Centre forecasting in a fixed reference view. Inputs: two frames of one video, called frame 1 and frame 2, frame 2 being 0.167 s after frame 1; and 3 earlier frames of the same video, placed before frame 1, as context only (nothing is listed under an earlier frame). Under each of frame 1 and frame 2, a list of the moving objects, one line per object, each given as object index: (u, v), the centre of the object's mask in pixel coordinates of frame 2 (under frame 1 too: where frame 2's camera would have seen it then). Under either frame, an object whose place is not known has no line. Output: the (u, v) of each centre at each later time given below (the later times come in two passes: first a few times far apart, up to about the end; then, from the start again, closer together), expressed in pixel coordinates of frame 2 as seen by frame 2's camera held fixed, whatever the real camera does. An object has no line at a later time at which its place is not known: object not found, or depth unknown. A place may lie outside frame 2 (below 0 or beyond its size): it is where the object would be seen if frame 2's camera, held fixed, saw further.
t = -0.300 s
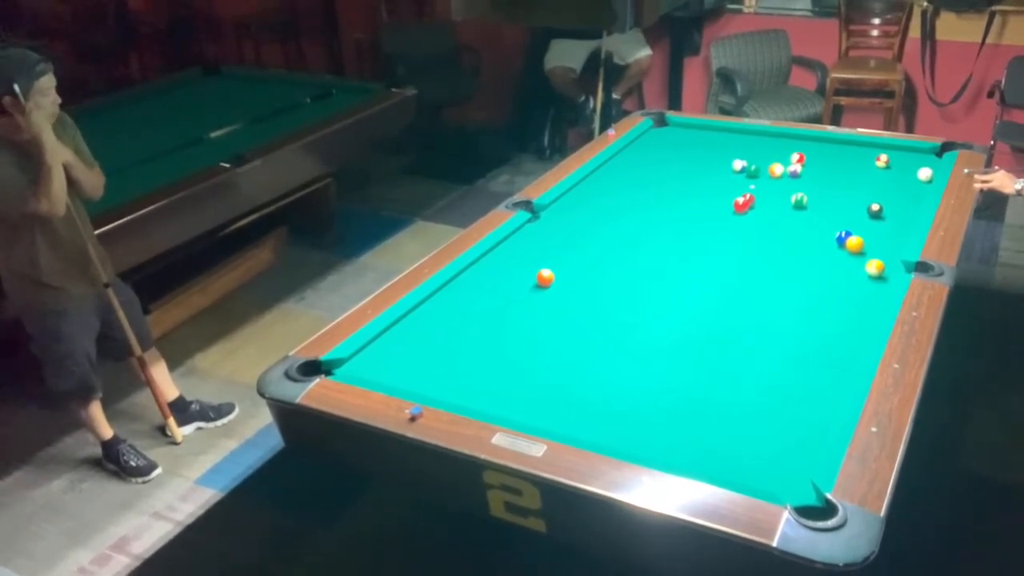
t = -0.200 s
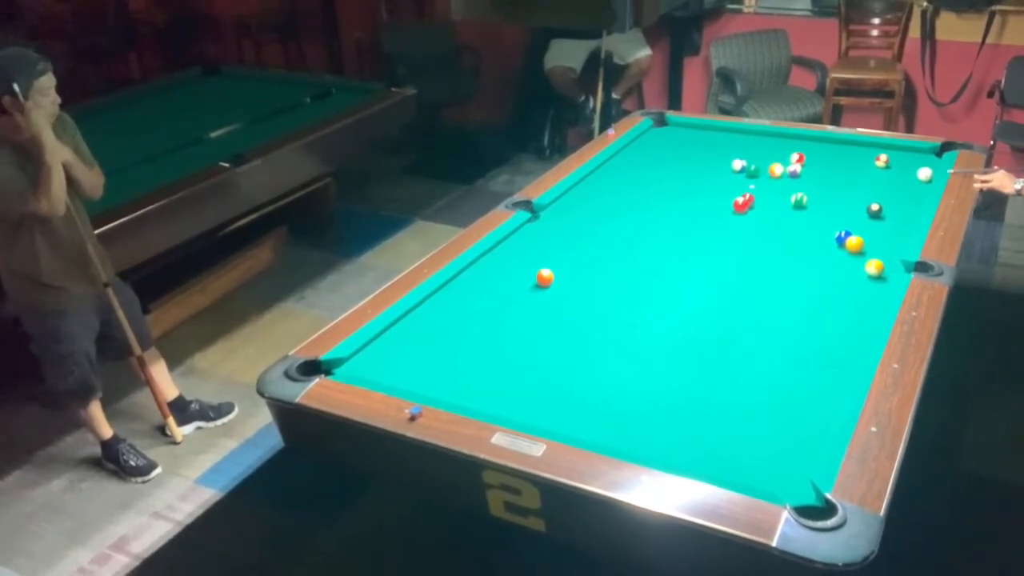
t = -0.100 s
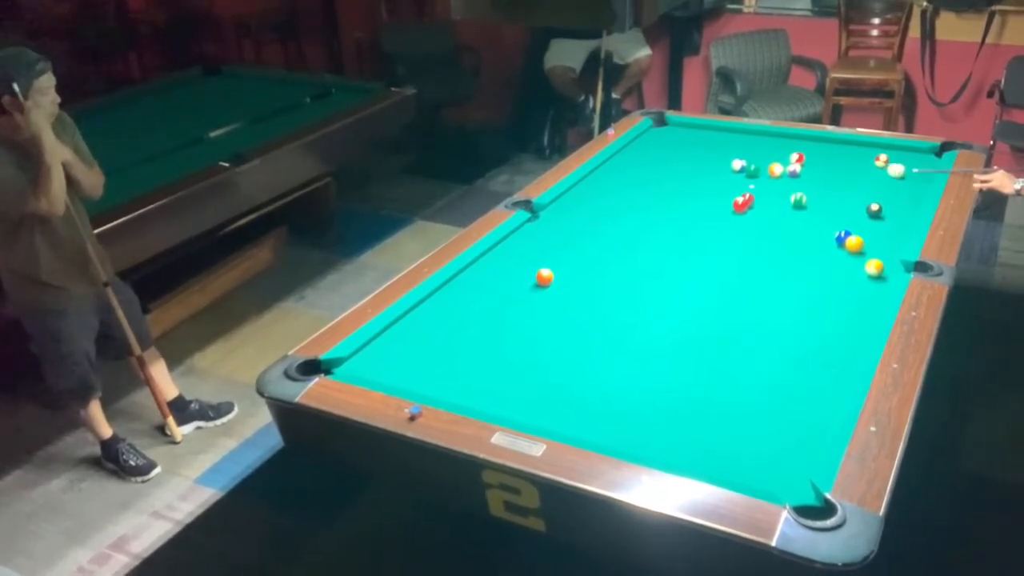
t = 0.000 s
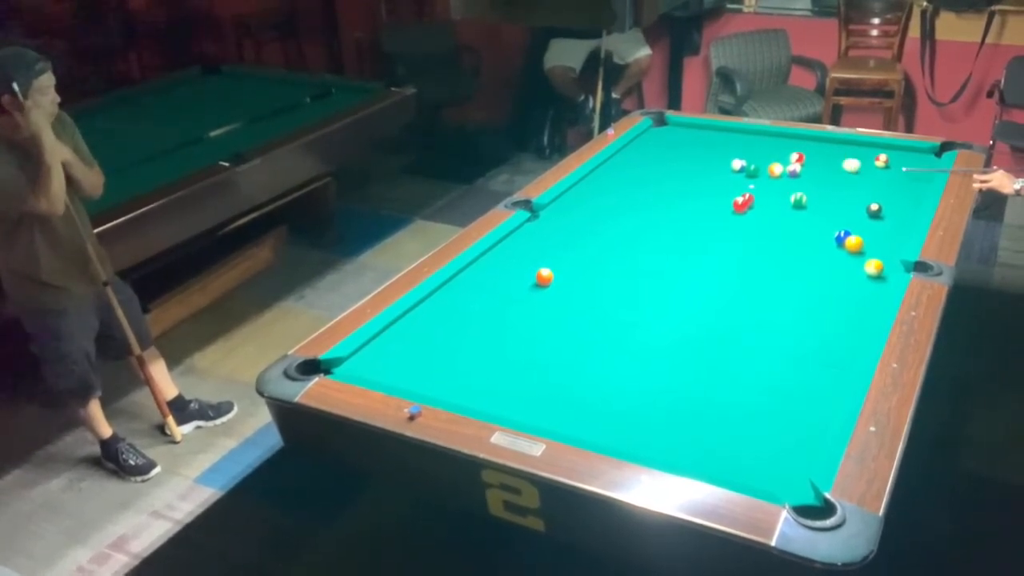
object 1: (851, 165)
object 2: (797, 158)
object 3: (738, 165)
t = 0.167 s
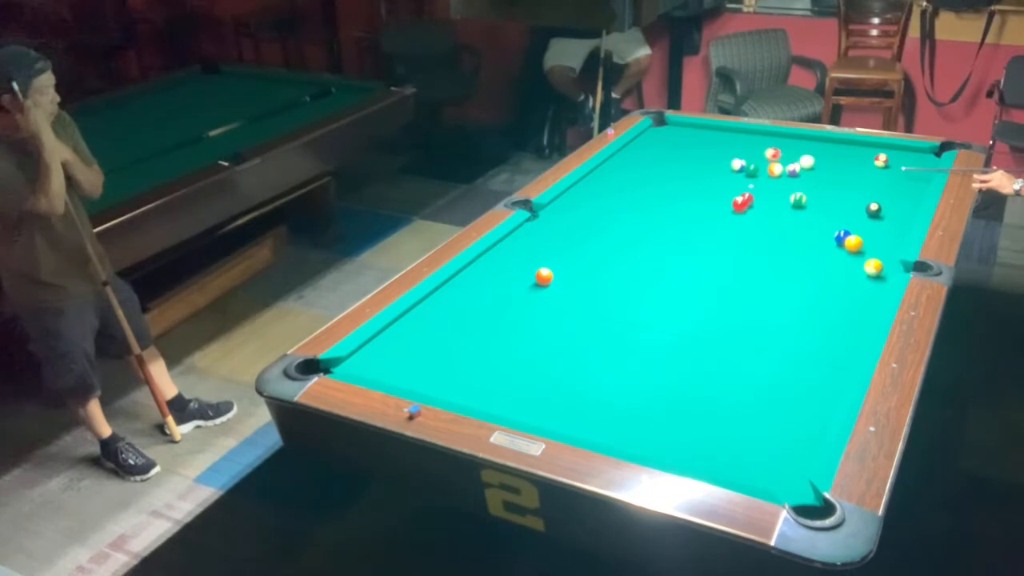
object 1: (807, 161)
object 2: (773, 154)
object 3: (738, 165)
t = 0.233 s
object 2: (754, 151)
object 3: (738, 165)
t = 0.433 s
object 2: (708, 143)
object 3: (738, 165)
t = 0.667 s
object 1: (752, 161)
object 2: (663, 135)
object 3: (737, 165)
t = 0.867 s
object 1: (748, 162)
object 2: (661, 133)
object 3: (724, 165)
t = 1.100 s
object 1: (743, 163)
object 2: (688, 135)
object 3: (709, 166)
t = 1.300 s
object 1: (741, 163)
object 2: (711, 137)
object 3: (697, 165)
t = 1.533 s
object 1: (740, 163)
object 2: (738, 138)
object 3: (685, 167)
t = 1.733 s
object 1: (739, 163)
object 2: (760, 140)
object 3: (675, 166)
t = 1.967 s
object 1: (739, 163)
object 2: (786, 142)
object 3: (665, 167)
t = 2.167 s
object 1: (739, 163)
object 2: (807, 144)
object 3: (657, 166)
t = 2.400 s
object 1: (739, 163)
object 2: (831, 146)
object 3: (648, 167)
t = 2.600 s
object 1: (739, 163)
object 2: (851, 147)
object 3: (643, 168)
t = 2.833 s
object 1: (739, 163)
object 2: (874, 148)
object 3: (637, 167)
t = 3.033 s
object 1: (739, 163)
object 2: (893, 150)
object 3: (633, 167)
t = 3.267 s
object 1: (739, 163)
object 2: (914, 152)
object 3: (630, 167)
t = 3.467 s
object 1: (739, 163)
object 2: (931, 154)
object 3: (627, 168)
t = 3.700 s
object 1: (739, 163)
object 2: (930, 152)
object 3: (626, 168)
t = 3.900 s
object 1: (739, 163)
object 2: (925, 151)
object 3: (626, 168)
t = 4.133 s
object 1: (739, 163)
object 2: (921, 149)
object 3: (626, 168)
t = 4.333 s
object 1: (739, 163)
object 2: (917, 150)
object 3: (626, 168)
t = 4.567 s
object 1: (739, 163)
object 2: (915, 150)
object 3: (626, 168)
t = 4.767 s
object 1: (739, 163)
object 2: (915, 150)
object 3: (626, 167)
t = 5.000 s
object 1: (739, 163)
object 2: (914, 150)
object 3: (626, 167)
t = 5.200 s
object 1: (739, 163)
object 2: (914, 150)
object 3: (626, 167)
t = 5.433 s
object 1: (739, 163)
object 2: (914, 150)
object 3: (626, 167)
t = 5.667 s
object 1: (739, 163)
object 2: (914, 150)
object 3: (626, 168)
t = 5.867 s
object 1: (739, 163)
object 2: (914, 150)
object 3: (626, 168)
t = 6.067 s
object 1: (739, 163)
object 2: (914, 150)
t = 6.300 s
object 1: (739, 163)
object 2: (914, 150)
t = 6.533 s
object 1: (739, 163)
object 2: (914, 150)
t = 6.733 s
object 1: (739, 163)
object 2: (914, 150)
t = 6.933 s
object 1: (739, 163)
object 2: (914, 150)
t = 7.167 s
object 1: (739, 163)
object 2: (914, 150)
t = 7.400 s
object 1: (739, 163)
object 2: (914, 150)
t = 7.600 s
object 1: (739, 163)
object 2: (914, 150)
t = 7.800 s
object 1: (739, 163)
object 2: (914, 150)
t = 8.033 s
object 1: (739, 163)
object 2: (914, 150)
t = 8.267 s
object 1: (739, 163)
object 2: (914, 150)
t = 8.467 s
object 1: (739, 163)
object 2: (914, 150)
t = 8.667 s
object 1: (739, 163)
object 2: (914, 150)
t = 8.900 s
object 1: (739, 163)
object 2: (914, 150)
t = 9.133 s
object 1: (739, 163)
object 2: (914, 150)
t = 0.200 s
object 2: (763, 152)
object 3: (738, 165)
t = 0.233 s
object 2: (754, 151)
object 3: (738, 165)
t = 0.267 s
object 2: (745, 149)
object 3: (738, 164)
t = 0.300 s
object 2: (737, 148)
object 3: (738, 164)
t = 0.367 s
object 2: (722, 145)
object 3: (738, 165)
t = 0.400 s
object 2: (715, 144)
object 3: (738, 165)
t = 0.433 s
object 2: (708, 143)
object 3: (738, 165)
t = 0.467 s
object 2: (700, 141)
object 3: (738, 165)
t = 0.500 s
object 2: (694, 141)
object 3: (738, 165)
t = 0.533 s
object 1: (766, 162)
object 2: (690, 140)
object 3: (738, 165)
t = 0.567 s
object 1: (763, 163)
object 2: (683, 139)
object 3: (738, 165)
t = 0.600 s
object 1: (760, 163)
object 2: (677, 137)
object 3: (738, 165)
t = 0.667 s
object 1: (752, 161)
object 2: (663, 135)
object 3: (737, 165)
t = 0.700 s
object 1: (752, 161)
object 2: (656, 134)
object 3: (734, 165)
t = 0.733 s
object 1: (751, 161)
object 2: (650, 133)
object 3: (732, 165)
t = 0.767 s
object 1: (750, 161)
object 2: (647, 132)
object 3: (730, 165)
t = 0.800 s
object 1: (749, 161)
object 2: (652, 133)
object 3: (728, 165)
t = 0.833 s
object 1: (749, 161)
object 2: (657, 133)
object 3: (726, 165)
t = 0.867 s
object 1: (748, 162)
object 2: (661, 133)
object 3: (724, 165)
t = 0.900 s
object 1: (747, 162)
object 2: (665, 133)
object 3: (721, 165)
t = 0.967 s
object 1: (745, 162)
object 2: (673, 134)
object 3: (717, 165)
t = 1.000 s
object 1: (745, 162)
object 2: (676, 134)
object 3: (714, 165)
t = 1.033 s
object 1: (745, 162)
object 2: (681, 134)
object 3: (713, 166)
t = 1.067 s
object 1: (744, 163)
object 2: (685, 135)
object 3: (711, 166)
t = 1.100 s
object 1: (743, 163)
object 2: (688, 135)
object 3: (709, 166)
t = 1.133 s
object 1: (743, 163)
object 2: (692, 135)
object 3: (707, 166)
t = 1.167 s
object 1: (743, 163)
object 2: (696, 135)
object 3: (705, 166)
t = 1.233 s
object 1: (742, 163)
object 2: (704, 136)
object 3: (702, 166)
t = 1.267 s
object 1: (742, 163)
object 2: (708, 137)
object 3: (699, 165)
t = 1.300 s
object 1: (741, 163)
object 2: (711, 137)
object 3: (697, 165)
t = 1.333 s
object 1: (741, 163)
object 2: (715, 137)
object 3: (695, 166)
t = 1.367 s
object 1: (741, 163)
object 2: (719, 137)
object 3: (693, 166)
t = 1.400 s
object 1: (741, 163)
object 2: (723, 138)
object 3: (691, 166)
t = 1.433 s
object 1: (741, 163)
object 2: (727, 138)
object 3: (690, 166)
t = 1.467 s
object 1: (740, 163)
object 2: (730, 138)
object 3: (688, 167)
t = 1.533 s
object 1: (740, 163)
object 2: (738, 138)
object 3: (685, 167)
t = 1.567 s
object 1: (740, 163)
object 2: (741, 139)
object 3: (683, 167)
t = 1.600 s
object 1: (739, 163)
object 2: (746, 139)
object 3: (682, 167)
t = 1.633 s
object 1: (739, 163)
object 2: (749, 139)
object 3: (680, 166)
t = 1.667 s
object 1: (739, 163)
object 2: (753, 139)
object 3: (678, 166)
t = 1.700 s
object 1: (739, 163)
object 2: (756, 139)
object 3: (677, 166)
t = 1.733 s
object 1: (739, 163)
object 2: (760, 140)
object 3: (675, 166)
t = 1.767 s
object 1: (739, 163)
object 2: (764, 140)
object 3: (673, 167)
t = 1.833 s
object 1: (739, 163)
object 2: (771, 141)
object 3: (670, 167)
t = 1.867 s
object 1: (739, 163)
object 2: (775, 141)
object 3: (669, 167)
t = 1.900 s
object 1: (739, 163)
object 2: (778, 141)
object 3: (668, 167)
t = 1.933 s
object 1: (739, 163)
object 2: (782, 141)
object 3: (666, 167)
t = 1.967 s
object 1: (739, 163)
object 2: (786, 142)
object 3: (665, 167)
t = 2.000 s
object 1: (739, 163)
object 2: (789, 143)
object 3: (664, 167)
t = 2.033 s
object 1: (739, 163)
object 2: (792, 143)
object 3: (662, 167)
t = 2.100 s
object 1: (739, 163)
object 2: (800, 143)
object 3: (660, 166)
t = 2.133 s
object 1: (739, 163)
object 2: (803, 143)
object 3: (659, 166)
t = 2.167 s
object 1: (739, 163)
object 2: (807, 144)
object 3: (657, 166)
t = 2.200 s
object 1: (739, 163)
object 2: (810, 144)
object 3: (656, 166)
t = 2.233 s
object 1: (739, 163)
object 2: (814, 144)
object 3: (654, 166)
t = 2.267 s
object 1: (739, 163)
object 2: (817, 144)
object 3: (653, 166)
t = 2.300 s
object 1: (739, 163)
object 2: (821, 145)
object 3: (652, 166)
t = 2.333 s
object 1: (739, 163)
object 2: (824, 145)
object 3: (650, 166)
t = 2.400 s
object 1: (739, 163)
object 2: (831, 146)
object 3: (648, 167)
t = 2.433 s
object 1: (739, 163)
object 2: (834, 146)
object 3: (647, 167)
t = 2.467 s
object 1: (739, 163)
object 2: (838, 146)
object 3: (646, 167)
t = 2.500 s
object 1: (739, 163)
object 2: (841, 146)
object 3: (645, 168)
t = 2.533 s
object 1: (739, 163)
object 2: (845, 146)
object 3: (644, 168)
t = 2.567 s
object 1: (739, 163)
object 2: (848, 147)
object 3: (644, 168)
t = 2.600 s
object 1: (739, 163)
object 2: (851, 147)
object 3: (643, 168)
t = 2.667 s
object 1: (739, 163)
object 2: (858, 148)
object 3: (641, 168)
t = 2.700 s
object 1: (739, 163)
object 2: (861, 148)
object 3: (640, 168)
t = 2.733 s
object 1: (739, 163)
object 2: (864, 148)
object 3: (639, 168)
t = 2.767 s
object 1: (739, 163)
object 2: (867, 148)
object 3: (639, 168)
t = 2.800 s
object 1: (739, 163)
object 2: (870, 148)
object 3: (638, 167)
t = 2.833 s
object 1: (739, 163)
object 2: (874, 148)
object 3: (637, 167)
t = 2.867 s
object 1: (739, 163)
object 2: (876, 148)
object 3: (637, 168)
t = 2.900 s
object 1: (739, 163)
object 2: (880, 148)
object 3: (636, 167)
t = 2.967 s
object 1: (739, 163)
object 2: (886, 149)
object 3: (634, 167)
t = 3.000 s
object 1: (739, 163)
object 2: (890, 150)
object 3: (634, 167)
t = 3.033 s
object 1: (739, 163)
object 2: (893, 150)
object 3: (633, 167)
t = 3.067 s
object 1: (739, 163)
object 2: (896, 151)
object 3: (632, 168)
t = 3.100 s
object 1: (739, 163)
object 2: (899, 151)
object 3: (632, 168)
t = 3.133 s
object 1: (739, 163)
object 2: (902, 151)
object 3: (631, 168)
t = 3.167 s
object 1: (739, 163)
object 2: (905, 151)
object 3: (631, 167)
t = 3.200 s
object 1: (739, 163)
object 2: (908, 152)
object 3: (630, 167)
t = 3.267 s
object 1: (739, 163)
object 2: (914, 152)
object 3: (630, 167)
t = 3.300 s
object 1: (739, 163)
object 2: (917, 152)
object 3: (629, 168)
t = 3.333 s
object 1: (739, 163)
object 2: (920, 153)
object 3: (629, 168)
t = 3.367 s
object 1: (739, 163)
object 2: (922, 153)
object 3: (628, 168)
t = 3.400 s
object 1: (739, 163)
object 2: (925, 153)
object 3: (628, 168)
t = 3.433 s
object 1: (739, 163)
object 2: (928, 153)
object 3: (628, 167)
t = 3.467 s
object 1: (739, 163)
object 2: (931, 154)
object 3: (627, 168)
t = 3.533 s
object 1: (739, 163)
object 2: (935, 154)
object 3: (627, 168)
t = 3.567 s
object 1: (739, 163)
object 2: (934, 153)
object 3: (627, 167)
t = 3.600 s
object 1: (739, 163)
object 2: (933, 153)
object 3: (626, 168)
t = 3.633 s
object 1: (739, 163)
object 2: (932, 153)
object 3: (626, 167)
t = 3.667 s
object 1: (739, 163)
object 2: (931, 153)
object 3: (626, 168)
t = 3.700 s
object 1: (739, 163)
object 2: (930, 152)
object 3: (626, 168)
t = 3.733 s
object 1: (739, 163)
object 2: (929, 152)
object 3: (626, 168)
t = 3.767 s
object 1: (739, 163)
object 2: (928, 152)
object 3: (626, 168)
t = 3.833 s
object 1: (739, 163)
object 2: (927, 151)
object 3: (626, 168)
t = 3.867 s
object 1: (739, 163)
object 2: (926, 151)
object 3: (626, 168)
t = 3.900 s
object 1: (739, 163)
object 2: (925, 151)
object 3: (626, 168)
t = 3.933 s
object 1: (739, 163)
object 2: (924, 150)
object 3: (626, 168)
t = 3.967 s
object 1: (739, 163)
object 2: (923, 150)
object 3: (626, 168)
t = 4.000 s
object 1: (739, 163)
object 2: (922, 150)
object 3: (626, 168)
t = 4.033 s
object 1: (739, 163)
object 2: (922, 150)
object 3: (626, 168)
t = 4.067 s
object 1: (739, 163)
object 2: (921, 150)
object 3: (626, 168)
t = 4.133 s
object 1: (739, 163)
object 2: (921, 149)
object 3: (626, 168)
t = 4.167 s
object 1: (739, 163)
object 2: (920, 150)
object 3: (626, 168)
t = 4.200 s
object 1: (739, 163)
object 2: (920, 150)
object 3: (626, 168)
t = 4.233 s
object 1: (739, 163)
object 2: (918, 150)
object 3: (626, 168)
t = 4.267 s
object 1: (739, 163)
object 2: (918, 150)
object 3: (626, 168)
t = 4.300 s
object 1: (739, 163)
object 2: (917, 150)
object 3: (626, 168)
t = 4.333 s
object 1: (739, 163)
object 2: (917, 150)
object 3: (626, 168)
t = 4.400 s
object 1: (739, 163)
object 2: (916, 150)
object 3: (626, 168)
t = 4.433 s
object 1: (739, 163)
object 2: (916, 150)
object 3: (626, 168)
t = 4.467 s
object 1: (739, 163)
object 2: (916, 150)
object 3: (626, 168)
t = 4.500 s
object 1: (739, 163)
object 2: (916, 150)
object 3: (626, 168)
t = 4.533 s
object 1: (739, 163)
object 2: (916, 150)
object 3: (626, 167)
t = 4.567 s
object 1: (739, 163)
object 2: (915, 150)
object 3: (626, 168)
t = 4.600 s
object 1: (739, 163)
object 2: (915, 150)
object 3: (626, 168)
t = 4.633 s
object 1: (739, 163)
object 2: (915, 150)
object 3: (626, 168)
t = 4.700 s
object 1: (739, 163)
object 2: (914, 150)
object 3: (626, 168)
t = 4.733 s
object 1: (739, 163)
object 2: (915, 150)
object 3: (626, 167)
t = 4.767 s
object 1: (739, 163)
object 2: (915, 150)
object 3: (626, 167)
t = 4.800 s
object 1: (739, 163)
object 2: (914, 150)
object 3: (626, 167)
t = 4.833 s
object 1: (739, 163)
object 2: (915, 150)
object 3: (626, 167)
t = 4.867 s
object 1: (739, 163)
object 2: (915, 150)
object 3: (626, 167)
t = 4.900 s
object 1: (739, 163)
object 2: (914, 150)
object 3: (626, 167)
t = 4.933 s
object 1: (739, 163)
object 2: (914, 150)
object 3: (626, 167)
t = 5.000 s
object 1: (739, 163)
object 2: (914, 150)
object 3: (626, 167)
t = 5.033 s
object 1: (739, 163)
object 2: (914, 150)
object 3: (626, 167)
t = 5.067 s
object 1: (739, 163)
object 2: (914, 150)
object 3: (626, 167)
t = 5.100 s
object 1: (739, 163)
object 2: (915, 150)
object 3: (626, 167)
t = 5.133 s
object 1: (739, 163)
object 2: (914, 150)
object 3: (626, 167)
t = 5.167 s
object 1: (739, 163)
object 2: (914, 150)
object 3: (626, 167)
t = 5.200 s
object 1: (739, 163)
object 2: (914, 150)
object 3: (626, 167)
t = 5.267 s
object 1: (739, 163)
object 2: (915, 150)
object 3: (626, 167)
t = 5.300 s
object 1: (739, 163)
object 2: (914, 150)
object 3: (626, 167)
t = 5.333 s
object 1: (739, 163)
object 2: (914, 150)
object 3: (626, 167)
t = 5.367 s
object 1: (739, 163)
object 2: (914, 150)
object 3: (626, 167)
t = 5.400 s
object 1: (739, 163)
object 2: (914, 150)
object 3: (626, 168)
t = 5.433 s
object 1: (739, 163)
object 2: (914, 150)
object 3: (626, 167)
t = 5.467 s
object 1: (739, 163)
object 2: (914, 150)
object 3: (626, 168)
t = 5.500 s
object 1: (739, 163)
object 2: (914, 150)
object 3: (626, 168)
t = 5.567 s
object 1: (739, 163)
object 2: (914, 150)
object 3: (626, 167)
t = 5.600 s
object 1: (739, 163)
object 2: (914, 150)
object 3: (626, 168)
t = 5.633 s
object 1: (739, 163)
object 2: (914, 150)
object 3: (626, 168)
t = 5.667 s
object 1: (739, 163)
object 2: (914, 150)
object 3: (626, 168)
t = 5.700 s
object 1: (739, 163)
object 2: (914, 150)
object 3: (626, 168)
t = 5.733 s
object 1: (739, 163)
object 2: (914, 150)
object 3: (626, 167)
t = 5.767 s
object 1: (739, 163)
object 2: (914, 150)
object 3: (626, 168)
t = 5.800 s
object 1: (739, 163)
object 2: (914, 150)
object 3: (626, 168)
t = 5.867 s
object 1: (739, 163)
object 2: (914, 150)
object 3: (626, 168)
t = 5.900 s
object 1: (739, 163)
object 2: (914, 150)
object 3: (626, 168)
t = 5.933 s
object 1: (739, 163)
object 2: (914, 150)
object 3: (626, 168)
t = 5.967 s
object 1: (739, 163)
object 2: (914, 150)
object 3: (626, 168)
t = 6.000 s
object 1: (739, 163)
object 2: (914, 150)
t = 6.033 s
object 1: (739, 163)
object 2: (914, 150)
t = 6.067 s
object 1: (739, 163)
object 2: (914, 150)
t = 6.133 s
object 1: (739, 163)
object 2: (914, 150)
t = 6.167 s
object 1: (739, 163)
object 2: (914, 150)
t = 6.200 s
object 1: (739, 163)
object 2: (914, 150)
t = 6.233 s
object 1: (739, 163)
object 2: (914, 150)
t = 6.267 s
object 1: (739, 163)
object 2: (914, 150)
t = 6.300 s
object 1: (739, 163)
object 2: (914, 150)
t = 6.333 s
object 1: (739, 163)
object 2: (914, 150)
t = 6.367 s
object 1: (739, 163)
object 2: (914, 150)
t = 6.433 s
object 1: (739, 163)
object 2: (914, 150)
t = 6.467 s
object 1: (739, 163)
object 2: (914, 150)
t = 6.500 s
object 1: (739, 163)
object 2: (914, 150)
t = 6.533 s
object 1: (739, 163)
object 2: (914, 150)
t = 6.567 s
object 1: (739, 163)
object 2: (914, 150)
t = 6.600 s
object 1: (739, 163)
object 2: (914, 150)
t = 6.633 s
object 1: (739, 163)
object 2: (914, 150)
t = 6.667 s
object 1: (739, 163)
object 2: (914, 150)
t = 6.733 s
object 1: (739, 163)
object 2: (914, 150)
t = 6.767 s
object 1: (739, 163)
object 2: (914, 150)
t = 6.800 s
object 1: (739, 163)
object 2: (914, 150)
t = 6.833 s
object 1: (739, 163)
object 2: (914, 150)
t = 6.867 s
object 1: (739, 163)
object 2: (914, 150)
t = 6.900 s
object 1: (739, 163)
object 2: (914, 150)
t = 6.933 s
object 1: (739, 163)
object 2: (914, 150)
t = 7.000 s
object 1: (739, 163)
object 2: (914, 150)
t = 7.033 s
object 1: (739, 163)
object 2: (914, 150)
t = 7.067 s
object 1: (739, 163)
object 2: (915, 150)
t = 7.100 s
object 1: (739, 163)
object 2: (914, 150)
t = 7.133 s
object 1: (739, 163)
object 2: (915, 150)
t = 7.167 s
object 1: (739, 163)
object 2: (914, 150)
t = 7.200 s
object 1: (739, 163)
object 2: (914, 150)
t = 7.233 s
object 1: (739, 163)
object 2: (914, 150)
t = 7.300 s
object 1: (739, 163)
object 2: (915, 150)
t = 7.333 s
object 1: (739, 163)
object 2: (914, 150)
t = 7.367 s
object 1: (739, 163)
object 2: (914, 150)
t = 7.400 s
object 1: (739, 163)
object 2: (914, 150)
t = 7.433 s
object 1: (739, 163)
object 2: (914, 150)
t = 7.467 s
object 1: (739, 163)
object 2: (914, 150)
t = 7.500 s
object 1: (739, 163)
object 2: (914, 150)
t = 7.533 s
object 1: (739, 163)
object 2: (914, 150)
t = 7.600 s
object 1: (739, 163)
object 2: (914, 150)
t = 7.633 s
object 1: (739, 163)
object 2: (914, 150)
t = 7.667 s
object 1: (739, 163)
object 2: (914, 150)
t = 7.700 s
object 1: (739, 163)
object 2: (914, 150)
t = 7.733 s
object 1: (739, 163)
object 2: (914, 150)
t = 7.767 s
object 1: (739, 163)
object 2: (914, 150)
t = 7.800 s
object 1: (739, 163)
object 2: (914, 150)
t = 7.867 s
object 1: (739, 163)
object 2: (914, 150)
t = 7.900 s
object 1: (739, 163)
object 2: (914, 150)
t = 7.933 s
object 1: (739, 163)
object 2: (914, 150)
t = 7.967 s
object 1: (739, 163)
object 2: (914, 150)
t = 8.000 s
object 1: (739, 163)
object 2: (914, 150)
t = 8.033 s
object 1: (739, 163)
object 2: (914, 150)
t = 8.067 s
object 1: (739, 163)
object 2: (914, 150)
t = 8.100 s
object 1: (739, 163)
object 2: (914, 150)
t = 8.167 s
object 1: (739, 163)
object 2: (914, 150)
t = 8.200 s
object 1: (739, 163)
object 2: (914, 150)
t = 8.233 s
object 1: (739, 163)
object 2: (914, 150)
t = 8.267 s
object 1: (739, 163)
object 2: (914, 150)
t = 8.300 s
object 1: (739, 163)
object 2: (914, 150)
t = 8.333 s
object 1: (739, 163)
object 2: (914, 150)
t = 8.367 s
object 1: (739, 163)
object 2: (914, 150)
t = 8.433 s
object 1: (739, 163)
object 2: (914, 150)
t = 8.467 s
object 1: (739, 163)
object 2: (914, 150)
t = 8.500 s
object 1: (739, 163)
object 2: (914, 150)
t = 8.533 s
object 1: (739, 163)
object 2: (914, 150)
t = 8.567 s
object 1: (739, 163)
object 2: (914, 150)
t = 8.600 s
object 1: (739, 163)
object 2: (914, 150)
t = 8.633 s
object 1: (739, 163)
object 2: (914, 150)
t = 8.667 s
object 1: (739, 163)
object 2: (914, 150)
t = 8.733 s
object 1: (739, 163)
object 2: (914, 150)
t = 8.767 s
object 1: (739, 163)
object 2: (914, 150)
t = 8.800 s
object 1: (739, 163)
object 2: (914, 150)
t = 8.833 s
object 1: (739, 163)
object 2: (914, 150)
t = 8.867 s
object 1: (739, 163)
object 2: (914, 150)
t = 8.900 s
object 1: (739, 163)
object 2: (914, 150)
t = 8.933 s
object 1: (739, 163)
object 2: (914, 150)
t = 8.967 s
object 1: (739, 163)
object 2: (914, 150)
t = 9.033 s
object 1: (739, 163)
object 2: (914, 150)
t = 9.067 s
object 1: (739, 163)
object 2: (914, 150)
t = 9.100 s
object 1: (739, 163)
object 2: (914, 150)
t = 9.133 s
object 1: (739, 163)
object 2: (914, 150)
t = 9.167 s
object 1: (739, 163)
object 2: (914, 150)
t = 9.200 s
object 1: (739, 163)
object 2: (914, 150)
